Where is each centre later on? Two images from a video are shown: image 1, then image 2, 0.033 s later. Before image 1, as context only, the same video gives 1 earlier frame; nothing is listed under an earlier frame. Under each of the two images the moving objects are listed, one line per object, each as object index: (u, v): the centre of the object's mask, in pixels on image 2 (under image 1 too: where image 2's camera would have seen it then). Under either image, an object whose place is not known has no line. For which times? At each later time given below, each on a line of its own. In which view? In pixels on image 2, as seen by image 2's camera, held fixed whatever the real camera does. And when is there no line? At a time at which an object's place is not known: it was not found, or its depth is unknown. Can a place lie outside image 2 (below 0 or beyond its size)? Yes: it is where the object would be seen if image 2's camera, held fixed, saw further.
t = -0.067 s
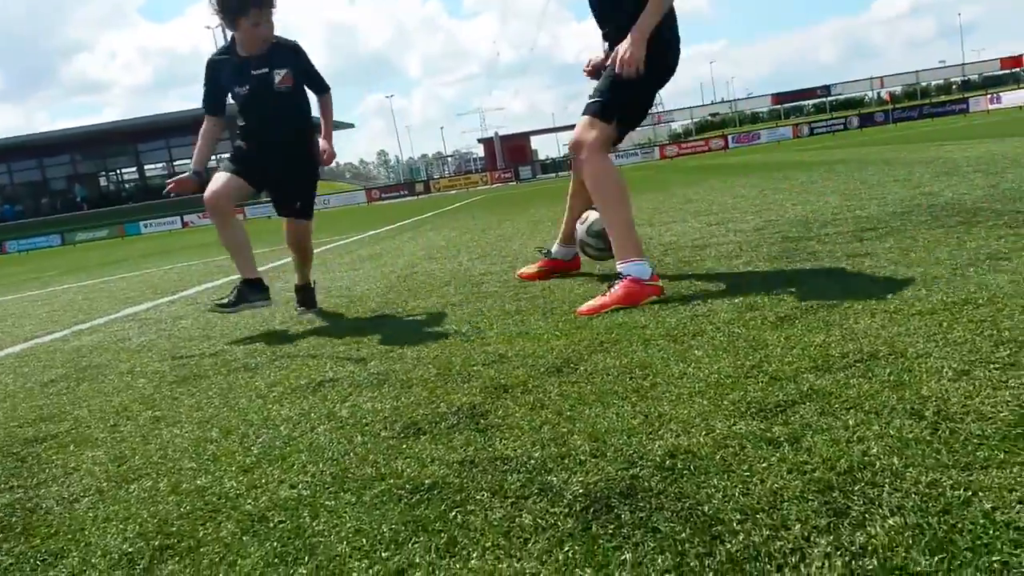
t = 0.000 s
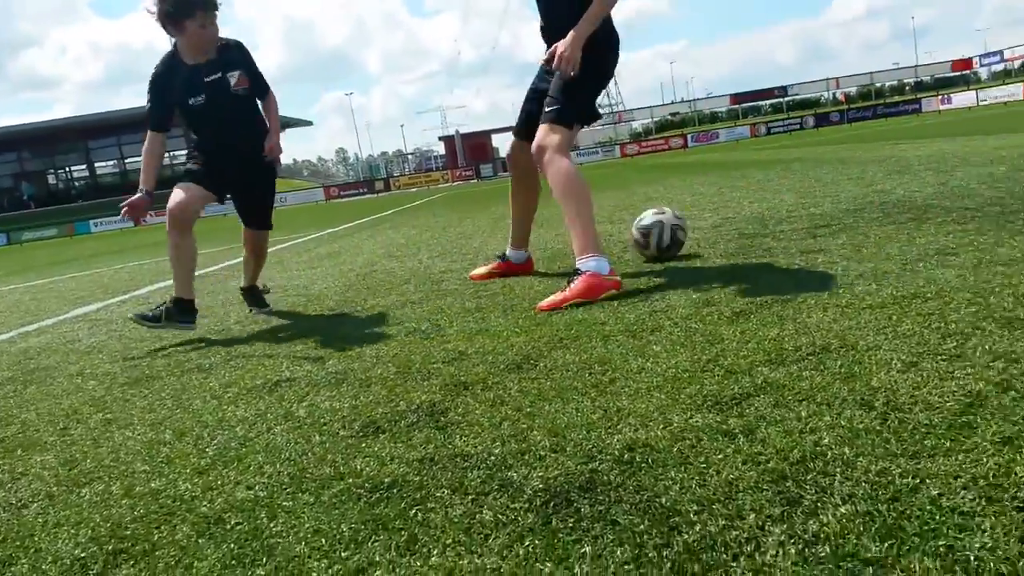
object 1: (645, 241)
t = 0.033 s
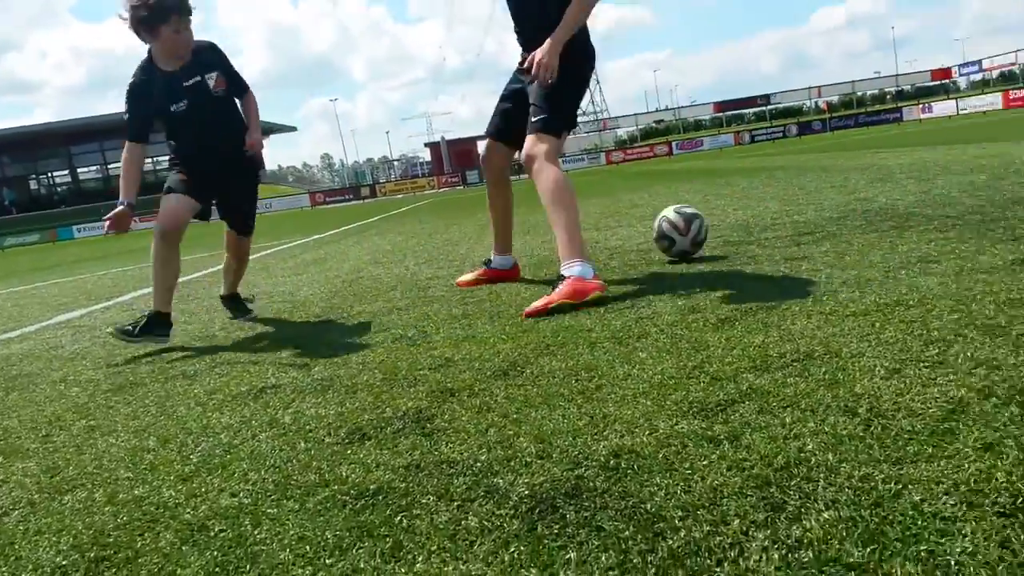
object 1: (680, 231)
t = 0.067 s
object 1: (711, 219)
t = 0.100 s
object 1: (743, 210)
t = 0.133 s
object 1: (774, 205)
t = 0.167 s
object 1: (804, 201)
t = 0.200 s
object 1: (835, 201)
